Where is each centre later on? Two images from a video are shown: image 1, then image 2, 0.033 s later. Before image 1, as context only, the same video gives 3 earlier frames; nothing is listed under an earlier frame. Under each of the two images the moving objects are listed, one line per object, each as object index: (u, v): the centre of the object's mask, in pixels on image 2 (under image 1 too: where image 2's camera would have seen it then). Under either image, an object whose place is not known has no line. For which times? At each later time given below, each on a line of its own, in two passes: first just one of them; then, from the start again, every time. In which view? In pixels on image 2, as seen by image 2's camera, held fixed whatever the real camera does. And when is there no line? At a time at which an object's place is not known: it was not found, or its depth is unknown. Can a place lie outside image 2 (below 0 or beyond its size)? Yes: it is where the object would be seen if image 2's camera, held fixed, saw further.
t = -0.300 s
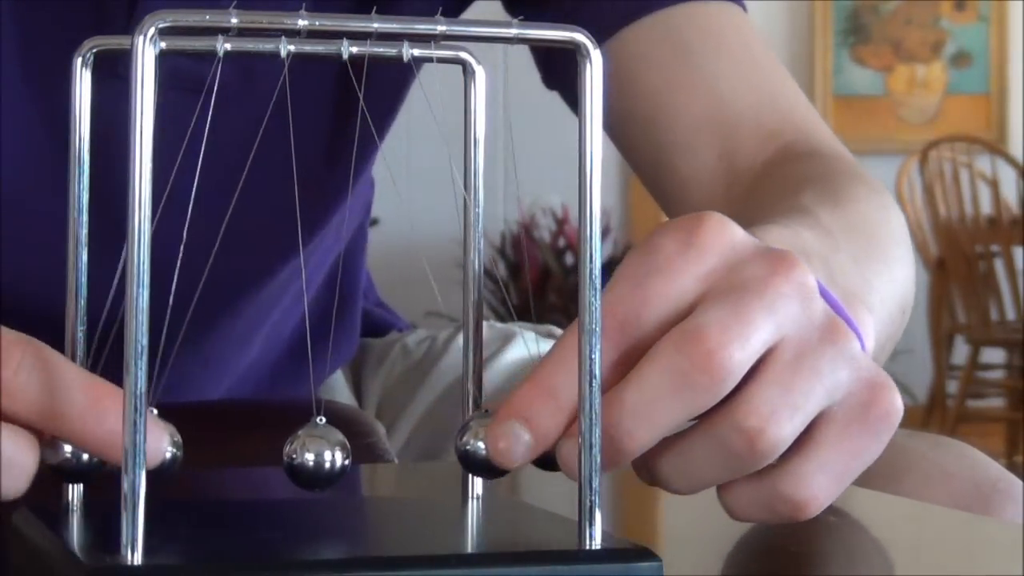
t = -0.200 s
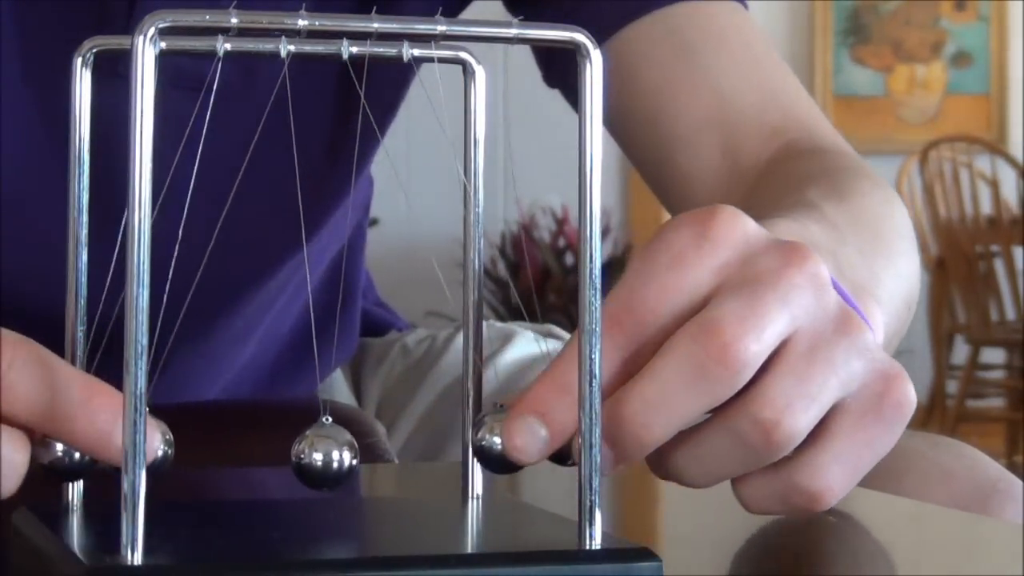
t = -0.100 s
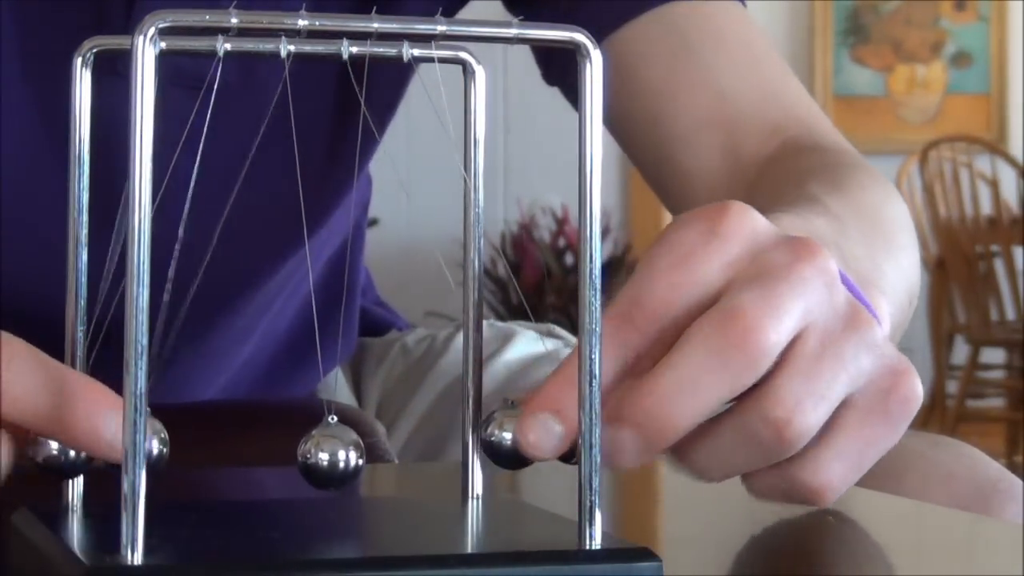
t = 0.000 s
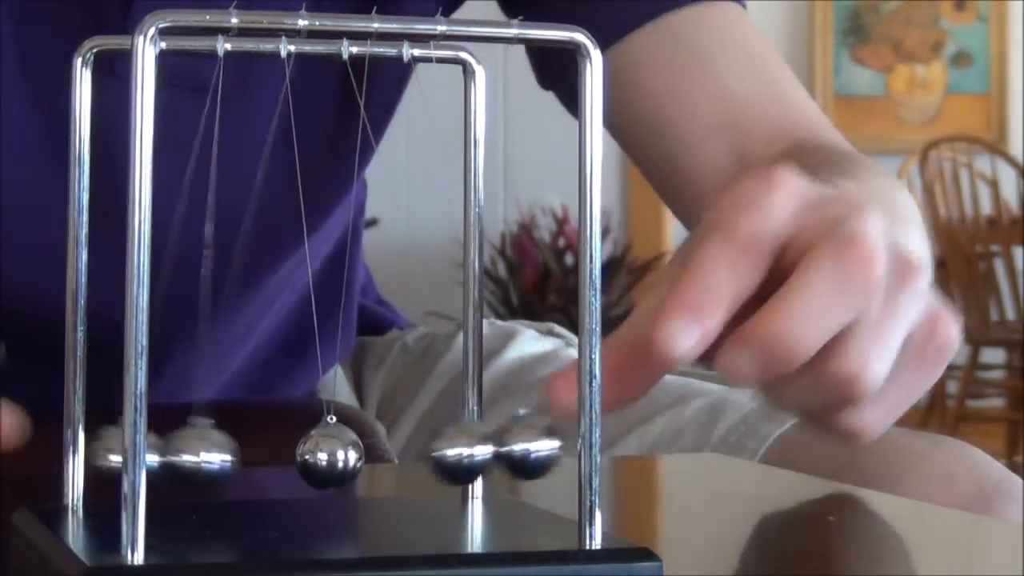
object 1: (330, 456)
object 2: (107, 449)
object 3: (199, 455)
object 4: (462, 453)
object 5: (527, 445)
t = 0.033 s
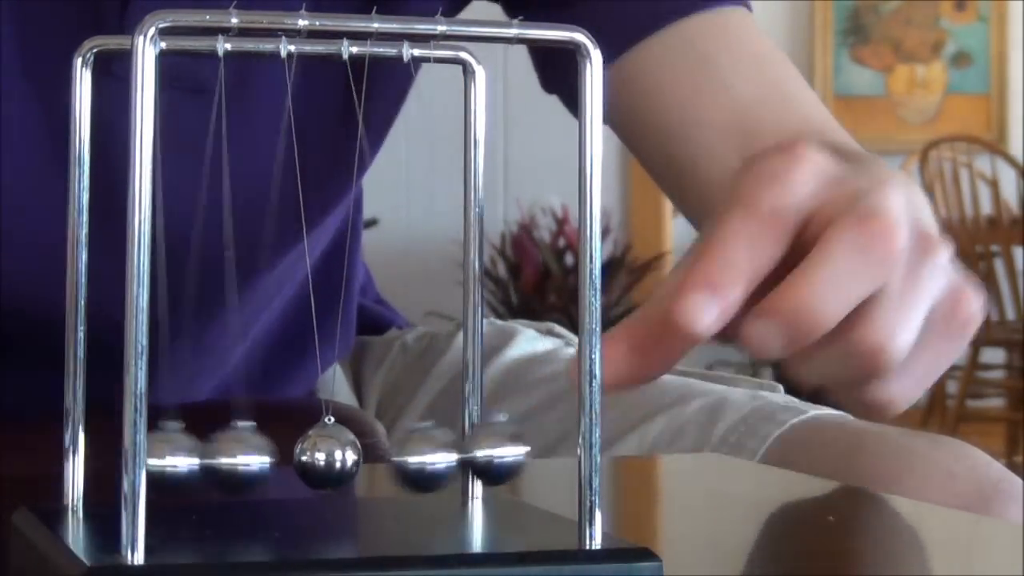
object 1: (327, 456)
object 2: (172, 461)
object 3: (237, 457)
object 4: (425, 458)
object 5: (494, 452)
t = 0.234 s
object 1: (313, 456)
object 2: (63, 443)
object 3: (159, 441)
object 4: (486, 446)
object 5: (551, 439)
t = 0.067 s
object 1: (325, 453)
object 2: (179, 460)
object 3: (251, 457)
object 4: (409, 458)
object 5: (475, 453)
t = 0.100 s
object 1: (322, 455)
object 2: (159, 453)
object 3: (215, 455)
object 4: (438, 455)
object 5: (508, 446)
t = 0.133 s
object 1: (319, 455)
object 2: (101, 451)
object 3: (186, 453)
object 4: (464, 449)
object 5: (533, 443)
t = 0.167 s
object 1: (317, 455)
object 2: (80, 450)
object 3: (170, 445)
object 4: (482, 449)
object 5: (549, 440)
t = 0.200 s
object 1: (314, 455)
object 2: (66, 444)
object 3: (160, 442)
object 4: (490, 444)
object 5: (553, 438)
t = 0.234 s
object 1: (313, 456)
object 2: (63, 443)
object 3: (159, 441)
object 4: (486, 446)
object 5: (551, 439)
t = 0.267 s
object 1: (314, 455)
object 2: (73, 447)
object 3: (163, 441)
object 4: (474, 450)
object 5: (543, 441)
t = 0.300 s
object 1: (314, 455)
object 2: (95, 453)
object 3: (174, 450)
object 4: (452, 455)
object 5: (522, 447)
